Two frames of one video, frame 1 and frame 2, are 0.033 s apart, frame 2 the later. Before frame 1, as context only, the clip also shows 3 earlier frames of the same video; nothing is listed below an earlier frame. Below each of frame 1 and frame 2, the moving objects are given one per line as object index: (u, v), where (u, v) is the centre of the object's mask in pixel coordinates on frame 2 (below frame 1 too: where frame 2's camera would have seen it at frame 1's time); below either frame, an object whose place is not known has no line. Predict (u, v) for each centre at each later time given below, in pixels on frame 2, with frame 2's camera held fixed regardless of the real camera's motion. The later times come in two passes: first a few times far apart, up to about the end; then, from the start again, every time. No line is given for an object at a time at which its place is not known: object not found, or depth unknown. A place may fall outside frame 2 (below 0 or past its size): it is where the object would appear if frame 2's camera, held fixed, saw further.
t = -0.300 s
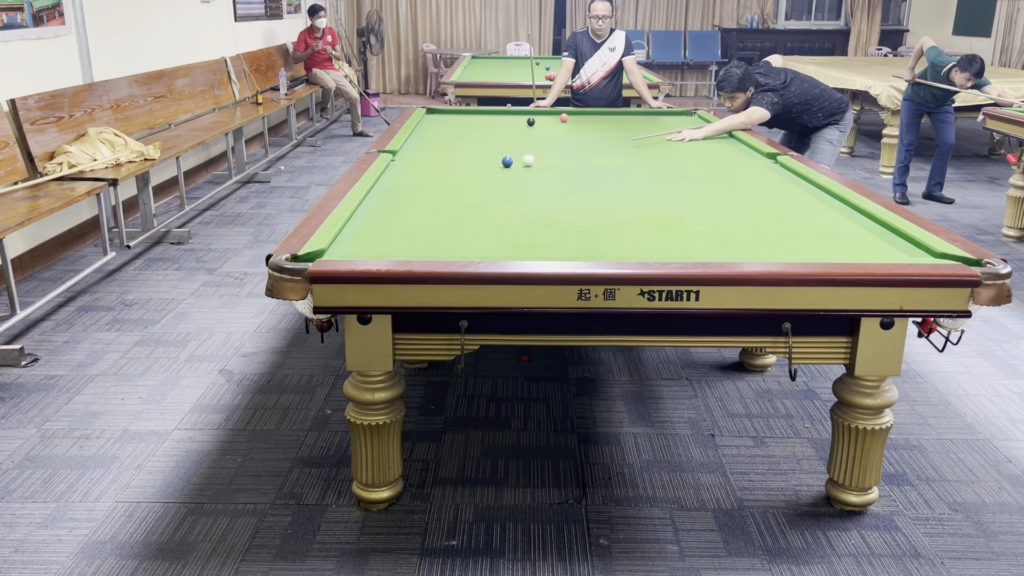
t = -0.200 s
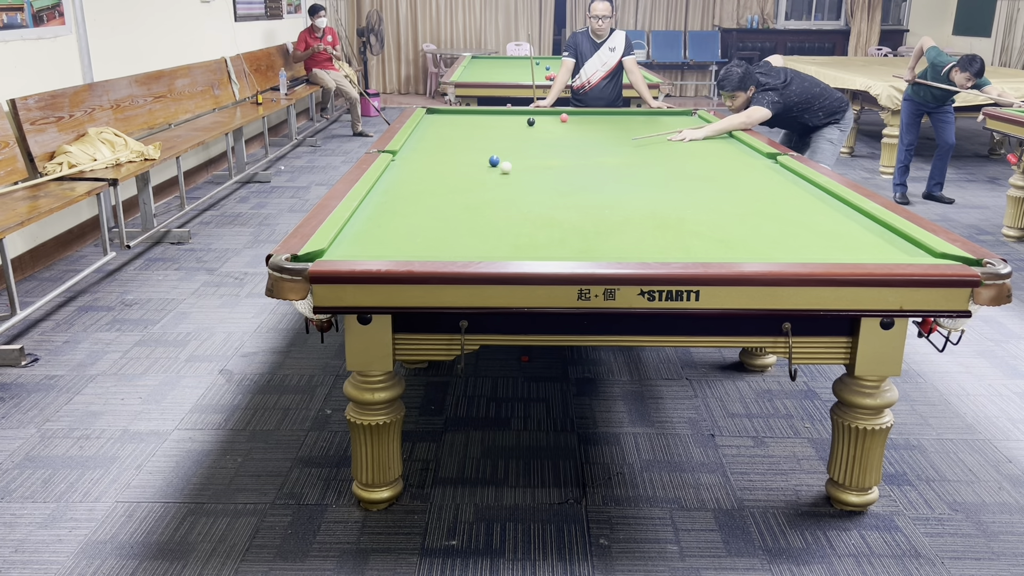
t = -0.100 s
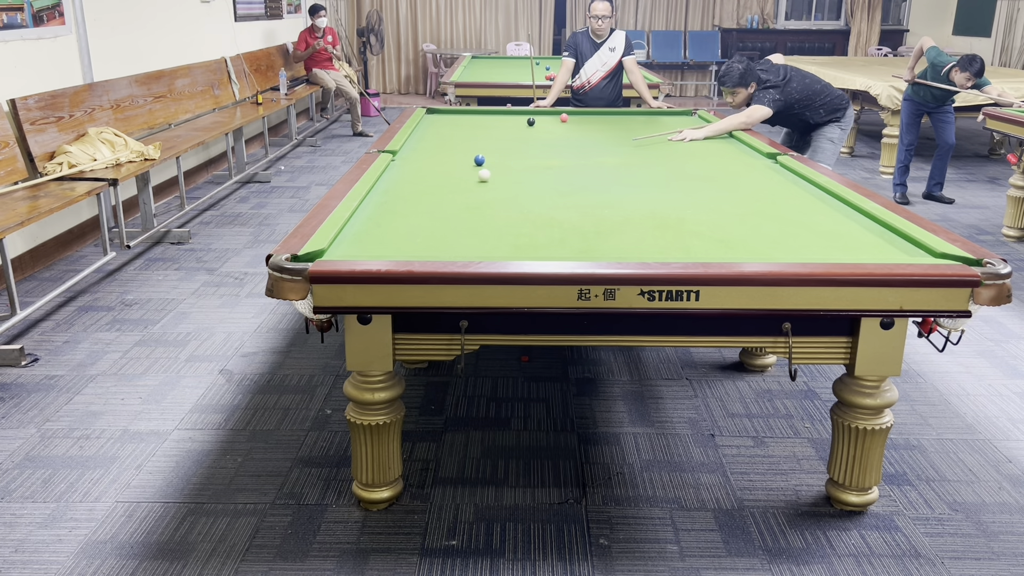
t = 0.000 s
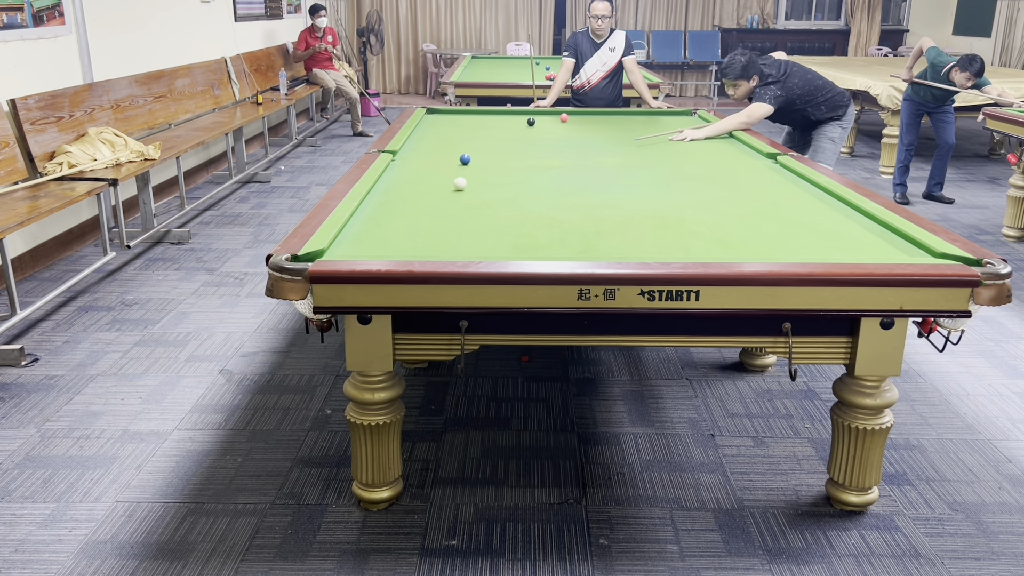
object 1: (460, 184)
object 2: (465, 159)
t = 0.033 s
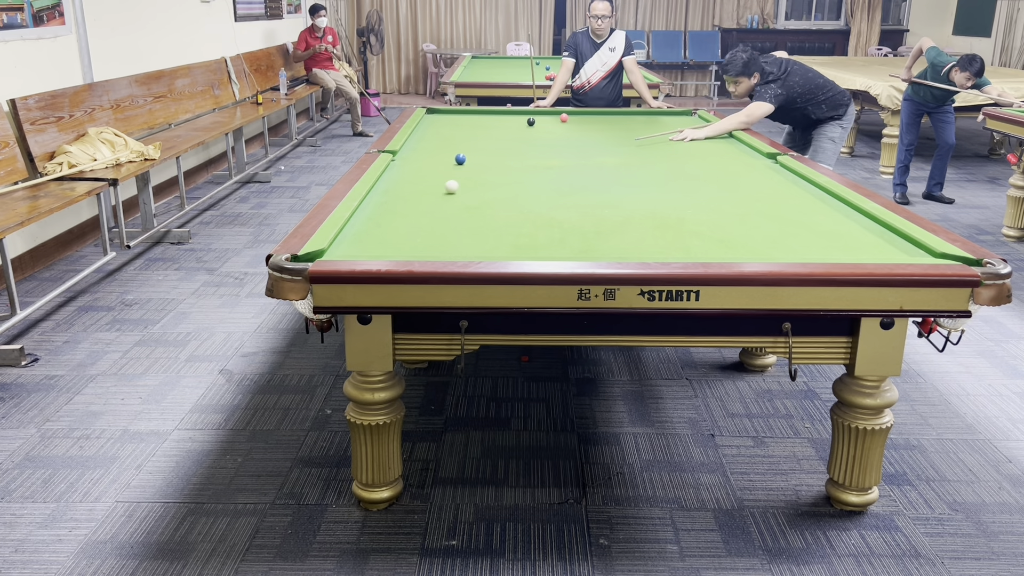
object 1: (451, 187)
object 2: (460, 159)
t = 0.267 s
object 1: (383, 211)
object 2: (429, 157)
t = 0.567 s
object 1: (384, 243)
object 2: (393, 155)
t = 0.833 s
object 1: (447, 243)
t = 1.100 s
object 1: (512, 224)
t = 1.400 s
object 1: (571, 205)
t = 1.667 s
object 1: (615, 191)
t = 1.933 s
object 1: (651, 179)
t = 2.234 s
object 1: (687, 168)
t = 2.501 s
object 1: (713, 159)
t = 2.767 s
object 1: (736, 151)
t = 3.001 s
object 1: (742, 146)
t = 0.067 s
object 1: (442, 190)
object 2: (456, 159)
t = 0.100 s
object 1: (433, 193)
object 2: (451, 159)
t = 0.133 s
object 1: (424, 196)
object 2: (446, 158)
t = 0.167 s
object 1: (415, 200)
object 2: (442, 158)
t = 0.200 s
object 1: (404, 203)
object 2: (437, 158)
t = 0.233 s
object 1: (394, 207)
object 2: (433, 157)
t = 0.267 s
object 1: (383, 211)
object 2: (429, 157)
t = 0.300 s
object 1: (372, 214)
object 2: (424, 157)
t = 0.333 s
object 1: (361, 218)
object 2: (420, 157)
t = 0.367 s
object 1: (357, 222)
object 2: (416, 156)
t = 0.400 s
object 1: (362, 225)
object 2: (412, 156)
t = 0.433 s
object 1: (366, 229)
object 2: (407, 156)
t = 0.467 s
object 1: (371, 232)
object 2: (403, 156)
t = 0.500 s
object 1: (375, 236)
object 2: (399, 155)
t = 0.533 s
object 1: (380, 239)
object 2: (395, 155)
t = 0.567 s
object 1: (384, 243)
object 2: (393, 155)
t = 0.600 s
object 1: (389, 246)
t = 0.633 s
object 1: (394, 248)
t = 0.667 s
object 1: (400, 251)
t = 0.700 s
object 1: (407, 251)
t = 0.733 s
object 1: (418, 249)
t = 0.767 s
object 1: (428, 248)
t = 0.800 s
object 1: (438, 246)
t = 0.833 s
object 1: (447, 243)
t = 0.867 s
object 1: (456, 241)
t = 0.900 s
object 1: (465, 238)
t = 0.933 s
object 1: (473, 235)
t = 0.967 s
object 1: (481, 233)
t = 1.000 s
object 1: (489, 230)
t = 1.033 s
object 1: (497, 228)
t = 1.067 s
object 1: (505, 226)
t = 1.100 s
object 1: (512, 224)
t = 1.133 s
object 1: (519, 221)
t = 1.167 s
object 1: (526, 219)
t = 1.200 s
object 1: (533, 217)
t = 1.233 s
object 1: (540, 215)
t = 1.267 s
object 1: (547, 213)
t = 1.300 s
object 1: (553, 211)
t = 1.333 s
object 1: (559, 209)
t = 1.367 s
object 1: (565, 207)
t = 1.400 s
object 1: (571, 205)
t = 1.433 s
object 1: (577, 203)
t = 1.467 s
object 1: (583, 201)
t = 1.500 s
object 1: (589, 200)
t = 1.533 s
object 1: (594, 198)
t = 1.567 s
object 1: (599, 196)
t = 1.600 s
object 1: (604, 194)
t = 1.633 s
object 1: (610, 193)
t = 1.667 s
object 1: (615, 191)
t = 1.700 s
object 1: (620, 190)
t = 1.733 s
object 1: (624, 188)
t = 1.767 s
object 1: (629, 186)
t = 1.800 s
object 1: (634, 185)
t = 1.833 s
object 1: (638, 183)
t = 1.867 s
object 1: (643, 182)
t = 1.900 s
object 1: (647, 181)
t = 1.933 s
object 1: (651, 179)
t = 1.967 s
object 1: (656, 178)
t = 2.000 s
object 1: (660, 177)
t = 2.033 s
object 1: (664, 175)
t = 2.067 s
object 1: (668, 174)
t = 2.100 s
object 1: (672, 173)
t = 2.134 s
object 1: (676, 171)
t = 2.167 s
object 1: (679, 170)
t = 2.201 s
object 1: (683, 169)
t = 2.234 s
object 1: (687, 168)
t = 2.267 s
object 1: (690, 167)
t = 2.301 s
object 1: (694, 165)
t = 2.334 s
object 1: (697, 164)
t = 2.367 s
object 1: (700, 163)
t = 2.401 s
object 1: (704, 162)
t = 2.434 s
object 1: (707, 161)
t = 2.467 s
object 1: (710, 160)
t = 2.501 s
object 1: (713, 159)
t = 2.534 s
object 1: (716, 158)
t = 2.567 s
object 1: (719, 157)
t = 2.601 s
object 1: (722, 156)
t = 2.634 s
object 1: (725, 155)
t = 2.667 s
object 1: (728, 154)
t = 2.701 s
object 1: (731, 153)
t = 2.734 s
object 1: (734, 152)
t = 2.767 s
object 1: (736, 151)
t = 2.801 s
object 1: (739, 150)
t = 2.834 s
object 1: (742, 150)
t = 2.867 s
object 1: (745, 149)
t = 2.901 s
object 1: (747, 148)
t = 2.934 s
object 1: (749, 147)
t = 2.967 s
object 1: (746, 146)
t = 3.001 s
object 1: (742, 146)
